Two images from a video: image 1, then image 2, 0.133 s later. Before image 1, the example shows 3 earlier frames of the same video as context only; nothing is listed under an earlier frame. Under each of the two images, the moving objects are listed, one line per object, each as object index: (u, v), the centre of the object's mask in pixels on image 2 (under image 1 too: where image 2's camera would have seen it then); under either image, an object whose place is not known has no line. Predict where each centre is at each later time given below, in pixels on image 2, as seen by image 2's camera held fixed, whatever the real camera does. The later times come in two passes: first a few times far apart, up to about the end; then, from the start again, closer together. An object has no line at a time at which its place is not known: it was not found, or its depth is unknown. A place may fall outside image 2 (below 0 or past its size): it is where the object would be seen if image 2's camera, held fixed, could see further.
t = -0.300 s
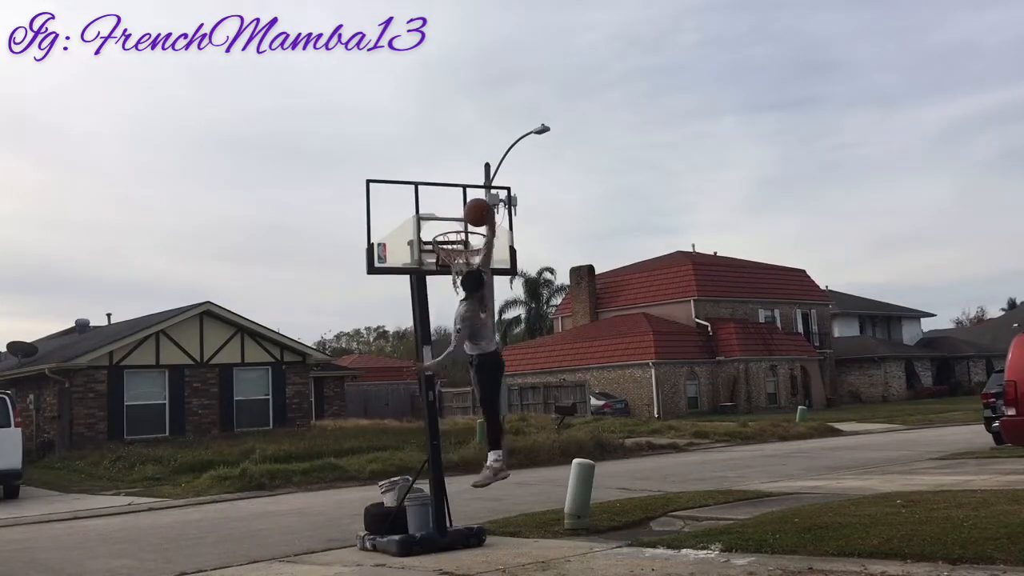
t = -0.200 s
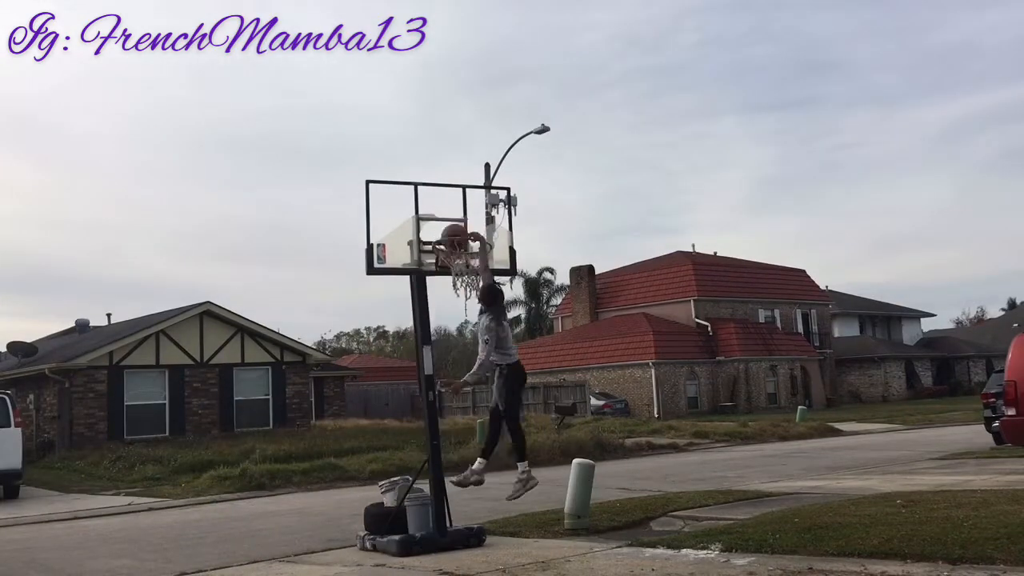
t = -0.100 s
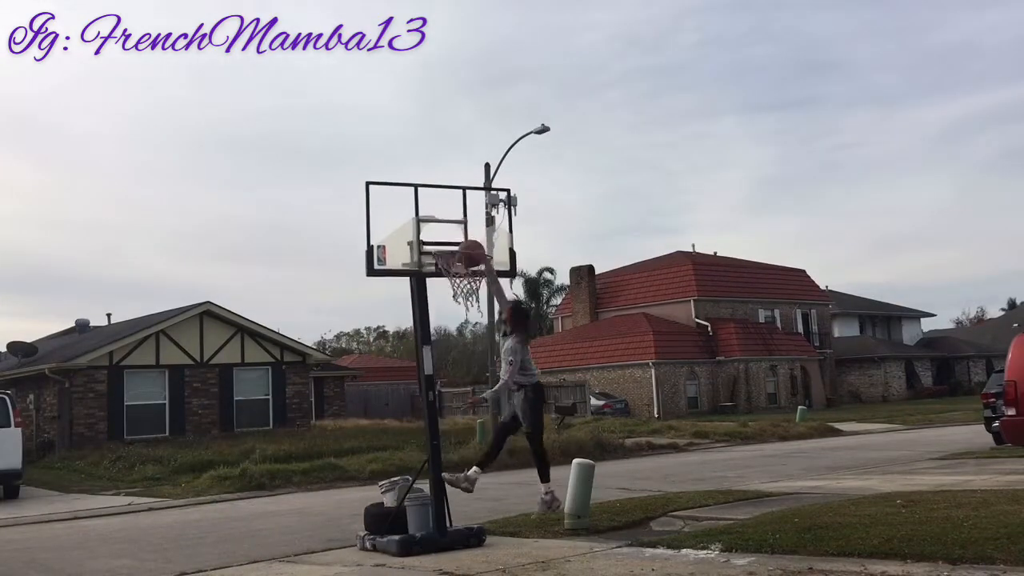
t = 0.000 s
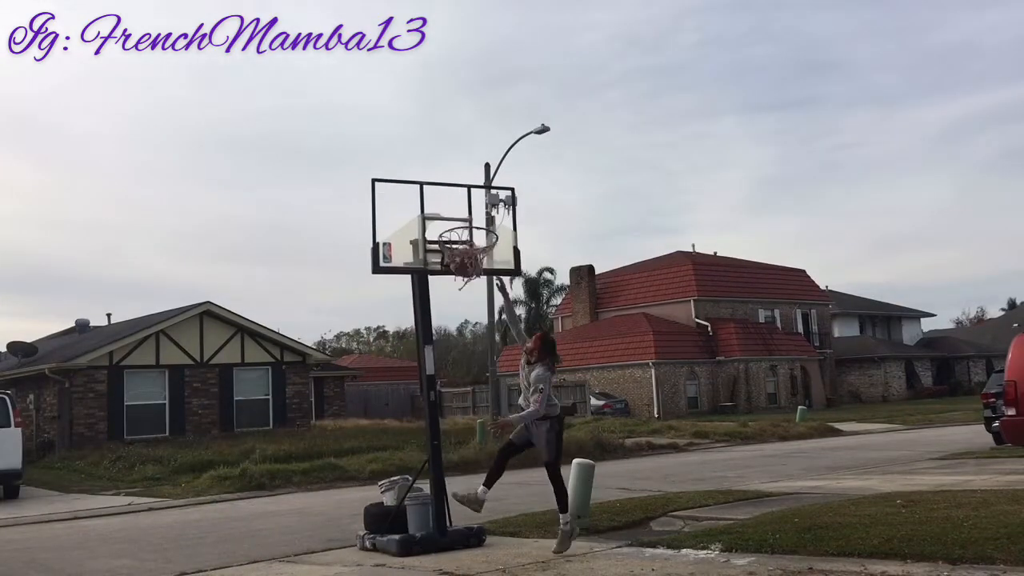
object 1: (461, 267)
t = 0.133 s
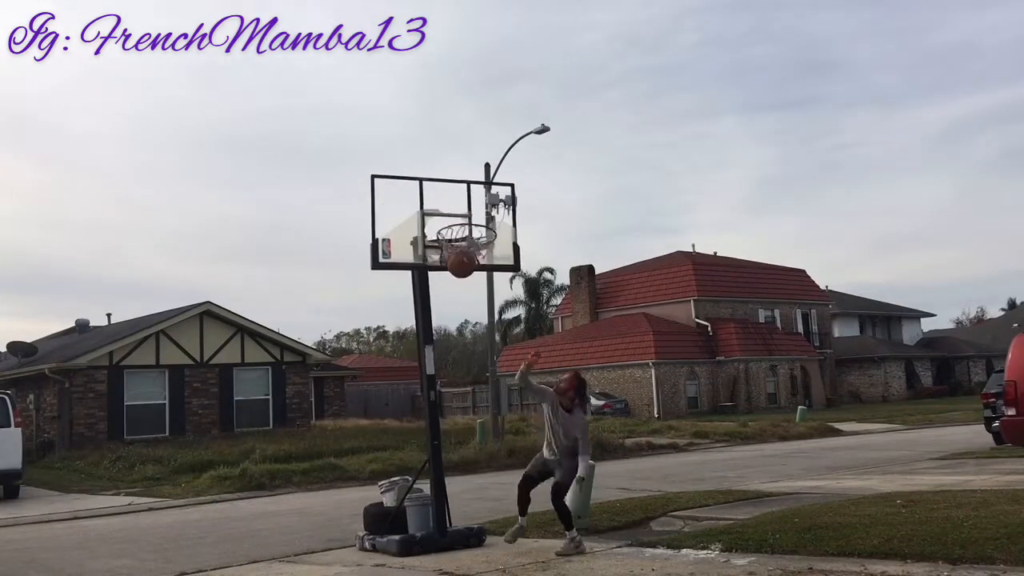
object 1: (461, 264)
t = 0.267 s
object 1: (461, 286)
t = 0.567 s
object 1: (461, 427)
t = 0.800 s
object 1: (462, 524)
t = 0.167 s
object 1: (461, 268)
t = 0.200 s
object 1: (461, 272)
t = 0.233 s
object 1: (461, 279)
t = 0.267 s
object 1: (461, 286)
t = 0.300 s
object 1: (460, 295)
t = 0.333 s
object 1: (460, 306)
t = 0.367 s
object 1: (460, 319)
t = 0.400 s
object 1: (460, 332)
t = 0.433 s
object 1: (459, 347)
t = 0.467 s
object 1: (459, 368)
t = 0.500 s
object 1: (460, 383)
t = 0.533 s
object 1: (460, 405)
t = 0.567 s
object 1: (461, 427)
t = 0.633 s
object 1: (462, 478)
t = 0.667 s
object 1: (462, 507)
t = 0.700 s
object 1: (462, 538)
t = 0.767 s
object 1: (462, 546)
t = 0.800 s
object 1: (462, 524)
